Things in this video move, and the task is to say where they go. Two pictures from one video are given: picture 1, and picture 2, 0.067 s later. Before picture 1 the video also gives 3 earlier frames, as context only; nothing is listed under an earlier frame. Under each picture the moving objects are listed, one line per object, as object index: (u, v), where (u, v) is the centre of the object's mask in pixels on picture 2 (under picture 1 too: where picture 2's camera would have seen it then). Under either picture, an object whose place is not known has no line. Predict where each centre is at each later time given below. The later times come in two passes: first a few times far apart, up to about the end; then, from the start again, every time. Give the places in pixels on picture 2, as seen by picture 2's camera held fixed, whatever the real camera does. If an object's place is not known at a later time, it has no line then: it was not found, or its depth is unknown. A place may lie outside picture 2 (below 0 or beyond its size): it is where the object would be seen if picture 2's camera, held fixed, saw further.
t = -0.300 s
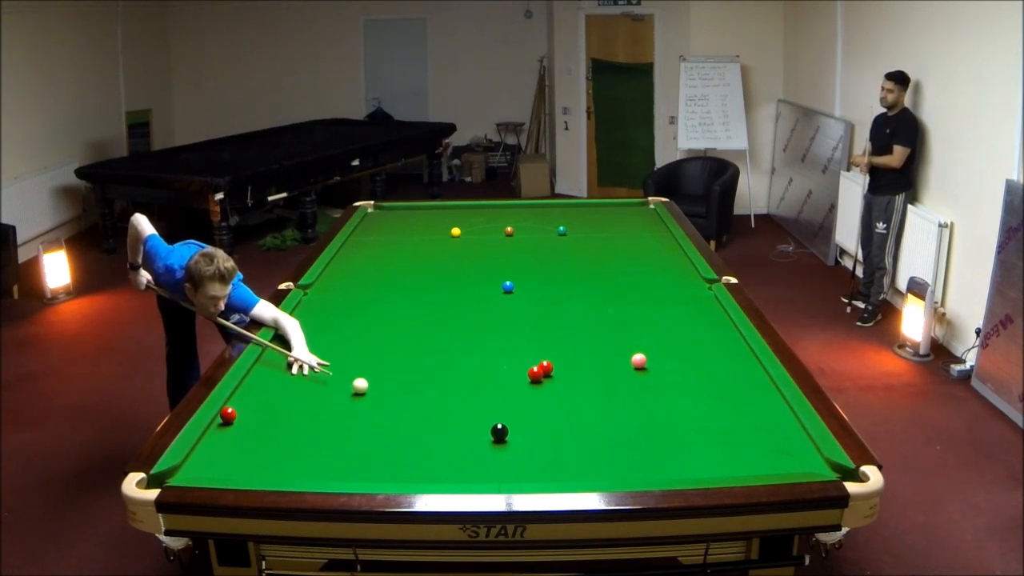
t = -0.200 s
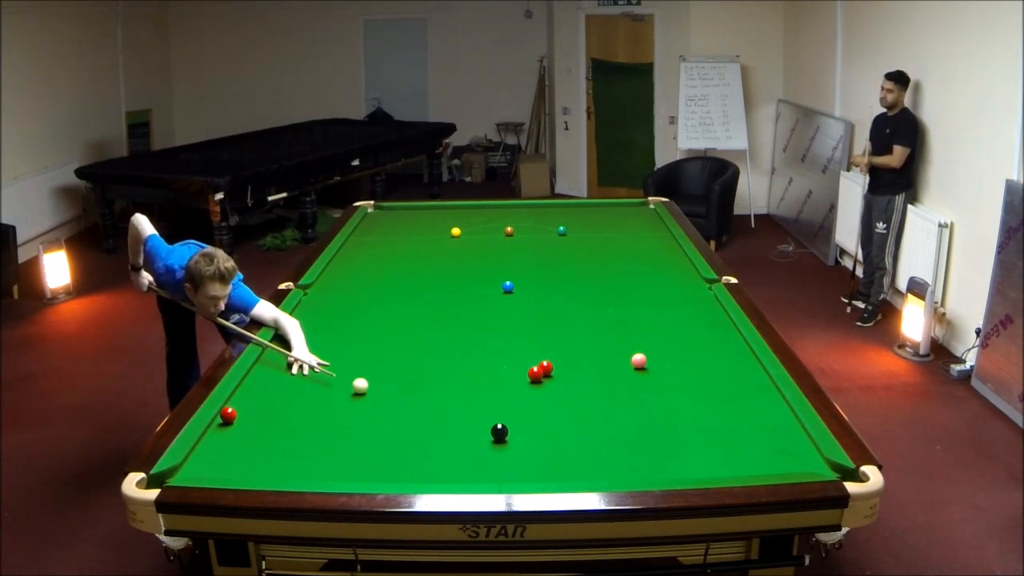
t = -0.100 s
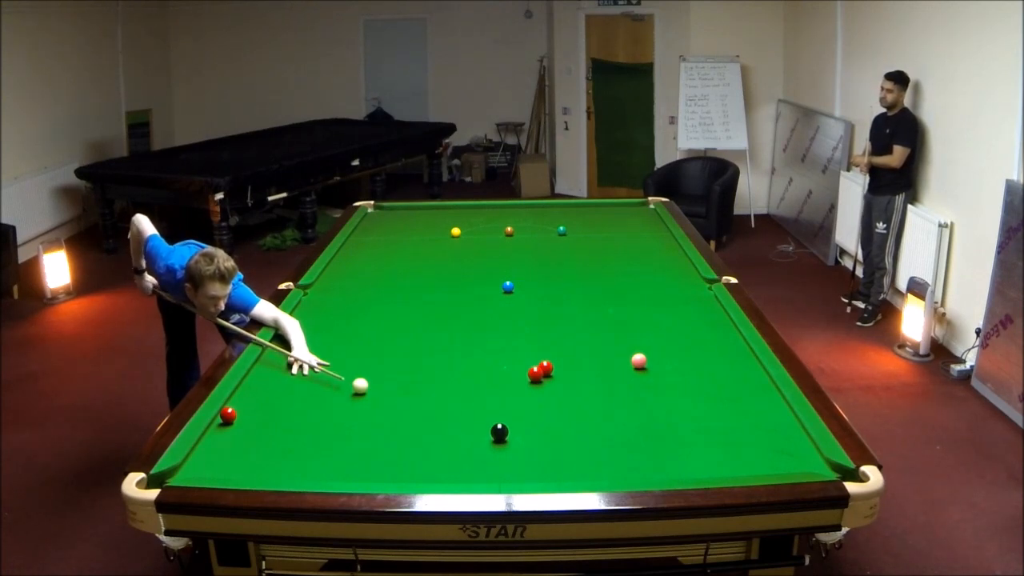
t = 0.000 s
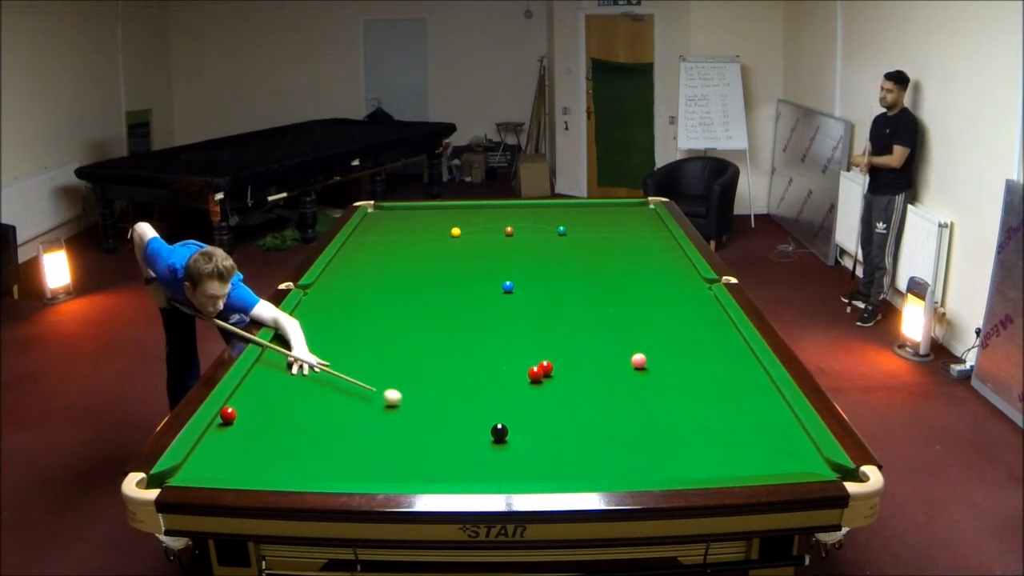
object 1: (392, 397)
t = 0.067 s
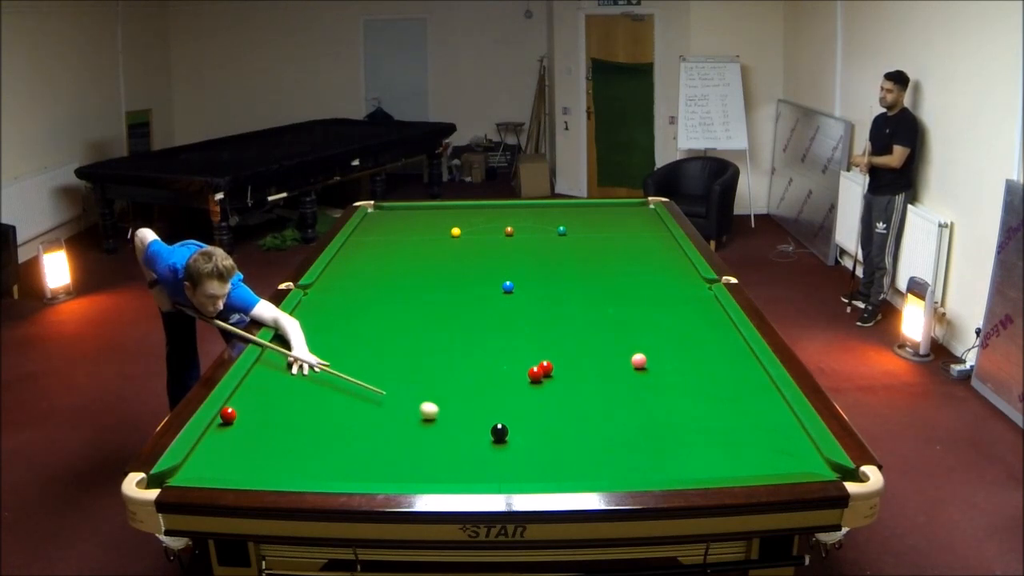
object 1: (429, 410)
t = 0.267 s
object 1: (478, 441)
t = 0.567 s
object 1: (490, 476)
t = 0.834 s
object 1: (492, 461)
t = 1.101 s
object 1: (494, 442)
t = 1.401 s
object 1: (496, 423)
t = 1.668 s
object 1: (497, 408)
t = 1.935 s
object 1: (498, 395)
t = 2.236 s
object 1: (499, 383)
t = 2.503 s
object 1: (500, 373)
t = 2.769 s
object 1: (500, 364)
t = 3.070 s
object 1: (500, 355)
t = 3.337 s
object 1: (500, 349)
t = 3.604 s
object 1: (500, 343)
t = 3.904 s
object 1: (500, 337)
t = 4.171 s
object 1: (501, 333)
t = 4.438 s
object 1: (501, 329)
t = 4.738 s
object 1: (501, 325)
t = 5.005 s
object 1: (502, 323)
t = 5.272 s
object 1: (502, 321)
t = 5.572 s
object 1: (503, 319)
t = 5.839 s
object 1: (503, 318)
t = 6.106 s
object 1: (503, 317)
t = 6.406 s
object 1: (503, 317)
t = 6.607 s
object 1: (503, 317)
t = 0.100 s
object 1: (447, 416)
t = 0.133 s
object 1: (465, 423)
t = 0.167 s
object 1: (482, 429)
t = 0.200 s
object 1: (480, 433)
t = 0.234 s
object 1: (479, 437)
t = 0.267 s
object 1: (478, 441)
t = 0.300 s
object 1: (479, 444)
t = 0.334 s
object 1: (480, 449)
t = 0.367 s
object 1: (481, 453)
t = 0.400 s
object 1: (483, 457)
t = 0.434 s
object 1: (484, 461)
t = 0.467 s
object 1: (486, 465)
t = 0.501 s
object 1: (487, 470)
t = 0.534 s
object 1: (489, 473)
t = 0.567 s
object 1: (490, 476)
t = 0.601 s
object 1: (492, 478)
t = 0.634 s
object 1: (492, 476)
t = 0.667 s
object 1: (492, 474)
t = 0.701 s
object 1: (492, 471)
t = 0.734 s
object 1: (492, 469)
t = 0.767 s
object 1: (492, 466)
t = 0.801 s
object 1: (492, 463)
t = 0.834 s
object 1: (492, 461)
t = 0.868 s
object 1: (493, 458)
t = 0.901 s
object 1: (493, 456)
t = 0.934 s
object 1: (493, 454)
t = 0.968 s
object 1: (493, 451)
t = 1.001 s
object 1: (493, 449)
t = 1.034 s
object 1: (494, 446)
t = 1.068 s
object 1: (494, 444)
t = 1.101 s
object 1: (494, 442)
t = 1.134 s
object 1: (494, 440)
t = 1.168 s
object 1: (495, 437)
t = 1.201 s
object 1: (495, 435)
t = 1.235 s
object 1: (495, 433)
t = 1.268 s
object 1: (495, 431)
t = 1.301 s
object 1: (495, 429)
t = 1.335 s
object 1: (496, 427)
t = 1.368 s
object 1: (496, 425)
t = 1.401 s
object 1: (496, 423)
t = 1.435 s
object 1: (496, 421)
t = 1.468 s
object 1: (496, 419)
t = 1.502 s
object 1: (496, 417)
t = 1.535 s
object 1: (496, 415)
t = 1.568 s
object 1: (496, 414)
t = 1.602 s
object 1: (497, 412)
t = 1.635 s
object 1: (497, 410)
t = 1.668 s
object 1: (497, 408)
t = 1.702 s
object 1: (497, 407)
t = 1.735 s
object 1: (498, 405)
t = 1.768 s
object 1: (498, 403)
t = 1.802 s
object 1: (498, 402)
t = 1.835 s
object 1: (498, 400)
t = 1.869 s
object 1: (498, 399)
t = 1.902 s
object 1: (498, 397)
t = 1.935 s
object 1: (498, 395)
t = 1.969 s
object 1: (498, 394)
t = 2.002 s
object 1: (498, 393)
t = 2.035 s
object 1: (499, 391)
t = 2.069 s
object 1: (499, 390)
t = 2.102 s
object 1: (499, 388)
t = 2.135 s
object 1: (499, 387)
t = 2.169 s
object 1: (499, 386)
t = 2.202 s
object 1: (499, 384)
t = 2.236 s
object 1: (499, 383)
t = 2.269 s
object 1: (499, 382)
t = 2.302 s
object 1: (499, 380)
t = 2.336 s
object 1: (500, 379)
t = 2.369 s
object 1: (500, 378)
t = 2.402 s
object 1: (500, 377)
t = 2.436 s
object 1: (500, 375)
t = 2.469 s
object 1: (500, 374)
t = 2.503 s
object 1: (500, 373)
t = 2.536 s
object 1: (500, 372)
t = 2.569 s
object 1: (500, 371)
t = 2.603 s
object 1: (500, 369)
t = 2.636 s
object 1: (500, 368)
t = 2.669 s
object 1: (500, 367)
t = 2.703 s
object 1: (500, 366)
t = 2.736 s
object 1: (500, 365)
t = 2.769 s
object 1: (500, 364)
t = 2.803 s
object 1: (500, 363)
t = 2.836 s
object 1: (500, 362)
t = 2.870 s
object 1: (500, 361)
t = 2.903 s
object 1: (500, 360)
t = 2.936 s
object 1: (500, 359)
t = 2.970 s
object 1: (500, 358)
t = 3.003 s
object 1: (500, 357)
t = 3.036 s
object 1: (500, 357)
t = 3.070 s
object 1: (500, 355)
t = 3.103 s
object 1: (500, 354)
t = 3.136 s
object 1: (500, 354)
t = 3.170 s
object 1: (500, 353)
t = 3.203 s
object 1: (500, 352)
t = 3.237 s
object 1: (500, 351)
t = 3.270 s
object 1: (500, 350)
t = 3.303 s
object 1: (500, 350)
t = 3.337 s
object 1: (500, 349)
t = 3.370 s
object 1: (500, 348)
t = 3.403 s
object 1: (500, 347)
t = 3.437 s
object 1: (500, 346)
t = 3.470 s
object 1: (500, 346)
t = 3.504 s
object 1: (500, 345)
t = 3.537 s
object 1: (500, 344)
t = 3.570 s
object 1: (500, 343)
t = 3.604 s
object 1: (500, 343)
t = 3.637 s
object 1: (500, 342)
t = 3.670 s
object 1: (500, 342)
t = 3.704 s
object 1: (500, 341)
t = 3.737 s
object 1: (500, 340)
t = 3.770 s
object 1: (500, 340)
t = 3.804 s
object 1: (500, 339)
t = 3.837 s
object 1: (500, 338)
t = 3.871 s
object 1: (500, 338)
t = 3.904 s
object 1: (500, 337)
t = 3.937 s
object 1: (500, 337)
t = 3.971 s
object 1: (500, 336)
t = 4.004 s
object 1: (500, 335)
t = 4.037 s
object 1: (500, 335)
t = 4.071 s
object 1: (500, 334)
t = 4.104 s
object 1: (500, 334)
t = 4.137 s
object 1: (500, 333)
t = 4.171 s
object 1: (501, 333)
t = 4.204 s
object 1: (501, 332)
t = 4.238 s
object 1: (501, 332)
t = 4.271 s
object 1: (501, 331)
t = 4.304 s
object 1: (501, 331)
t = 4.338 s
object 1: (501, 330)
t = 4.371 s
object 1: (501, 330)
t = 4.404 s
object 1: (501, 329)
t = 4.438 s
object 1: (501, 329)
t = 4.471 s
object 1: (501, 328)
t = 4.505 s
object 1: (501, 328)
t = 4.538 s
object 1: (501, 328)
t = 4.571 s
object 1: (501, 327)
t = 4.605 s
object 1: (501, 327)
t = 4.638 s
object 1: (501, 326)
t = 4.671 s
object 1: (501, 326)
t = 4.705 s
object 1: (501, 326)
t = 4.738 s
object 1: (501, 325)
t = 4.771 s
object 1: (501, 325)
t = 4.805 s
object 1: (501, 325)
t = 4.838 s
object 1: (501, 324)
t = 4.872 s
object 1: (502, 324)
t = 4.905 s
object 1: (502, 324)
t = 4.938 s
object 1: (502, 323)
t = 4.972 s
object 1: (502, 323)
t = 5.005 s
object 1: (502, 323)
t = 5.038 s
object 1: (502, 322)
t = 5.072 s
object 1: (502, 322)
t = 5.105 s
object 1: (502, 322)
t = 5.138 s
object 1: (502, 321)
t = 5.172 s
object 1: (502, 321)
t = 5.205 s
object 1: (502, 321)
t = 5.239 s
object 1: (502, 321)
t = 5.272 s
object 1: (502, 321)
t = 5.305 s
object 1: (502, 320)
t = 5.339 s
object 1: (502, 320)
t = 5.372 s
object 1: (502, 320)
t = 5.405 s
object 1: (502, 320)
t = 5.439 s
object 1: (502, 320)
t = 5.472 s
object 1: (502, 319)
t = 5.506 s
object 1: (503, 319)
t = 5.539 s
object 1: (503, 319)
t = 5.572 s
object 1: (503, 319)
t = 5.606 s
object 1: (503, 319)
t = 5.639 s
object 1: (503, 319)
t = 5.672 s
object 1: (503, 319)
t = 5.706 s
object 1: (503, 318)
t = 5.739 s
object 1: (503, 318)
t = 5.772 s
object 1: (503, 318)
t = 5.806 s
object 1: (503, 318)
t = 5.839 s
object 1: (503, 318)
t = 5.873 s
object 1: (503, 318)
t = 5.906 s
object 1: (503, 318)
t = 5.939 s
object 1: (503, 318)
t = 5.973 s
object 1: (503, 318)
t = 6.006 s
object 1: (503, 318)
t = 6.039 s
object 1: (503, 318)
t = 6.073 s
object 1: (503, 318)
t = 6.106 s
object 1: (503, 317)
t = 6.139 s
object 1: (503, 317)
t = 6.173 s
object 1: (503, 317)
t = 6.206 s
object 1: (503, 317)
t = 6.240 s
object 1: (503, 317)
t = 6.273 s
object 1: (503, 317)
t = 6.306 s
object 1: (503, 317)
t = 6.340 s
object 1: (503, 317)
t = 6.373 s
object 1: (503, 317)
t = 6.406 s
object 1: (503, 317)
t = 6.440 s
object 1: (503, 317)
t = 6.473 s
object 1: (503, 317)
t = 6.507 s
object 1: (503, 317)
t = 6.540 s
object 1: (503, 317)
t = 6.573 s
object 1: (503, 317)
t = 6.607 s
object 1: (503, 317)
